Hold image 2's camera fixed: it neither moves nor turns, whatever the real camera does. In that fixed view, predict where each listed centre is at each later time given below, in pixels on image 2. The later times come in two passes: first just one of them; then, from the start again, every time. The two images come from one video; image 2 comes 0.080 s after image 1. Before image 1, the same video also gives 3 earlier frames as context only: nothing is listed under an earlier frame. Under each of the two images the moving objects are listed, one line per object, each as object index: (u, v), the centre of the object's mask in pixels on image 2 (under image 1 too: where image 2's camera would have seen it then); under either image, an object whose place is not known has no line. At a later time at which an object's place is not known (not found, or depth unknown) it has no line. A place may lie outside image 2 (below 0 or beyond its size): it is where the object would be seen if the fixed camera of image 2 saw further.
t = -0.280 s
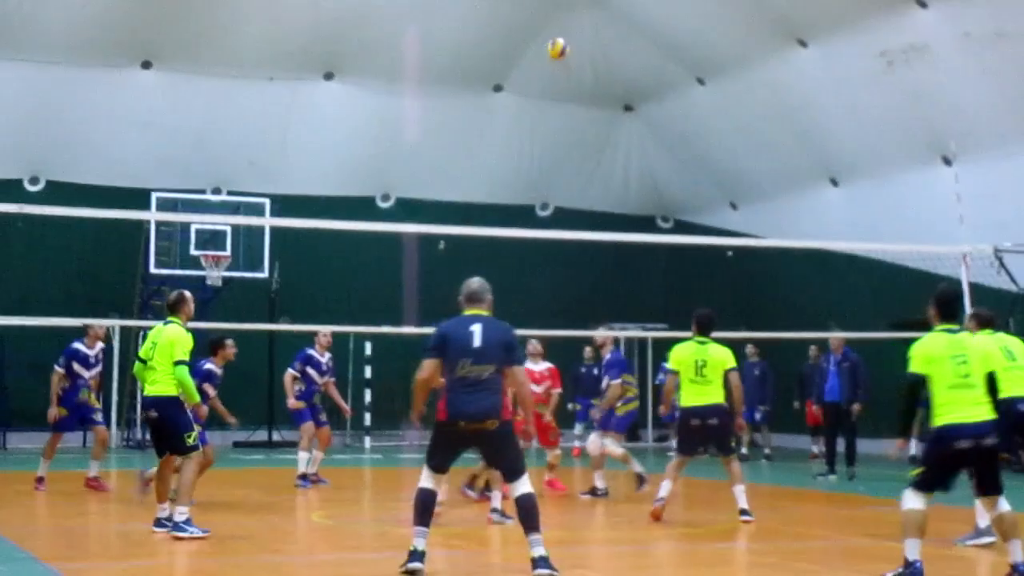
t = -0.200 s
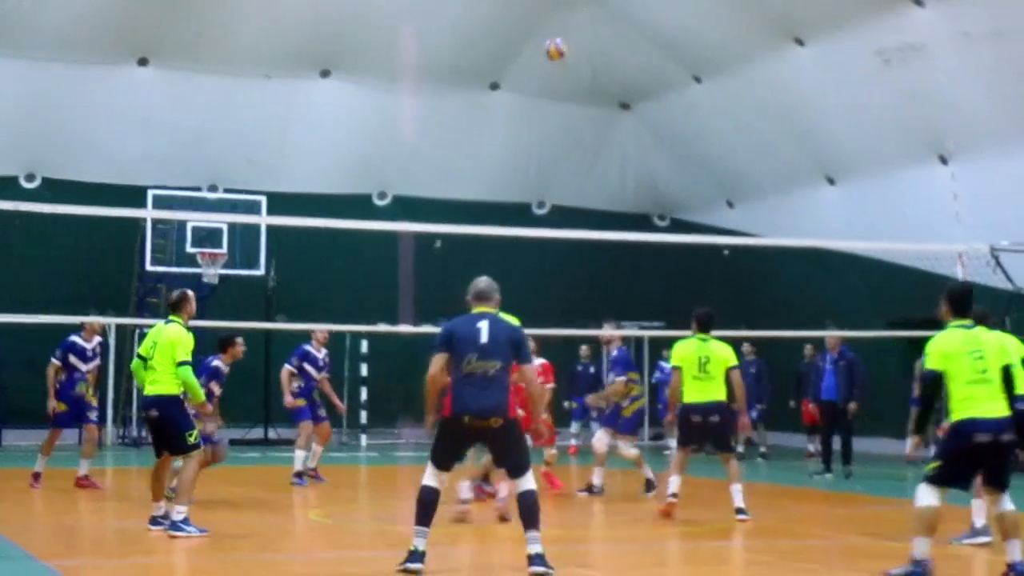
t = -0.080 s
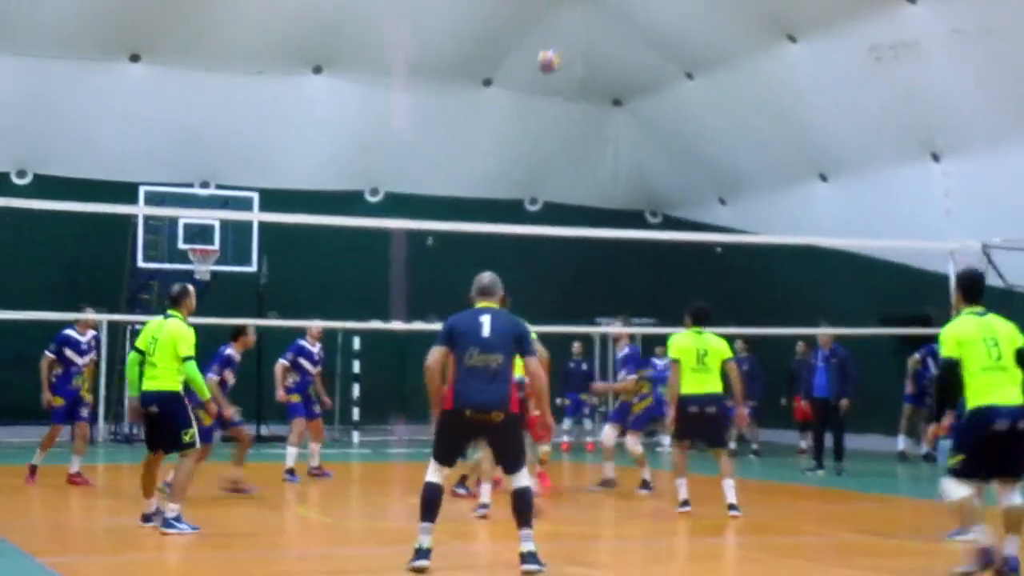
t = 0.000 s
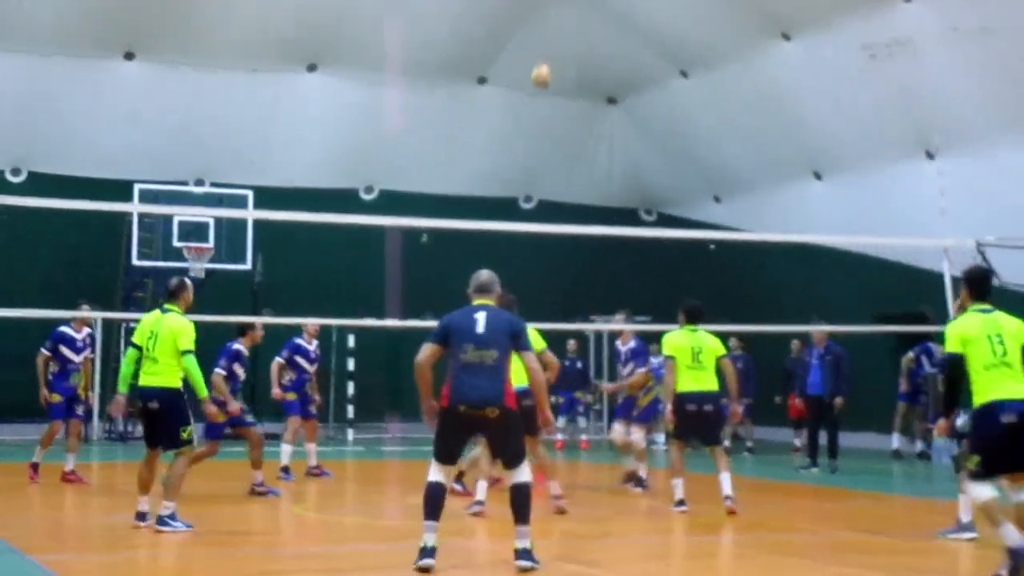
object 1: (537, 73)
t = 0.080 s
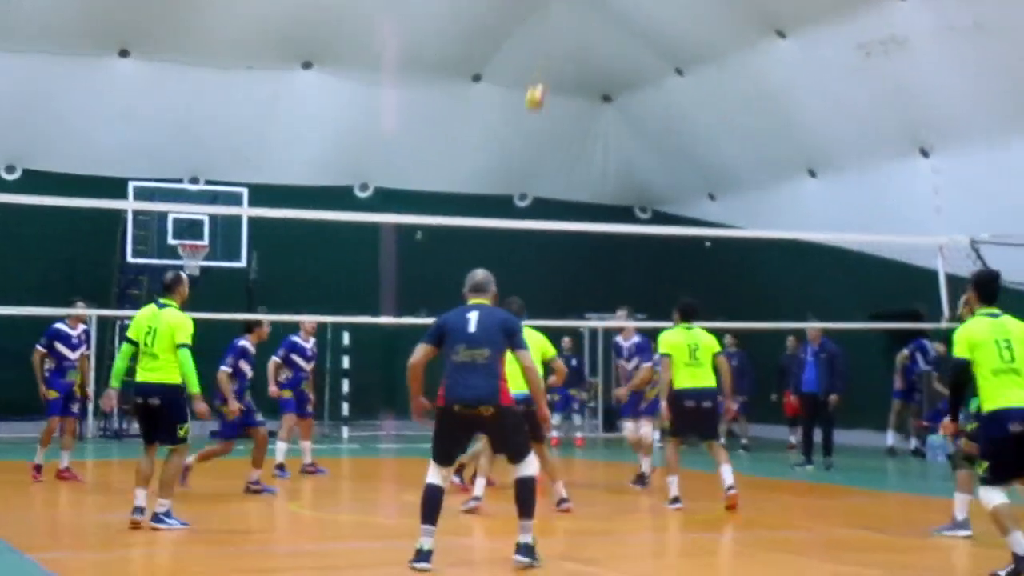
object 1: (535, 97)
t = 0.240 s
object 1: (536, 164)
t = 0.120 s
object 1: (535, 112)
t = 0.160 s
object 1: (535, 129)
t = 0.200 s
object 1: (536, 146)
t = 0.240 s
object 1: (536, 164)
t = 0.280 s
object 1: (535, 183)
